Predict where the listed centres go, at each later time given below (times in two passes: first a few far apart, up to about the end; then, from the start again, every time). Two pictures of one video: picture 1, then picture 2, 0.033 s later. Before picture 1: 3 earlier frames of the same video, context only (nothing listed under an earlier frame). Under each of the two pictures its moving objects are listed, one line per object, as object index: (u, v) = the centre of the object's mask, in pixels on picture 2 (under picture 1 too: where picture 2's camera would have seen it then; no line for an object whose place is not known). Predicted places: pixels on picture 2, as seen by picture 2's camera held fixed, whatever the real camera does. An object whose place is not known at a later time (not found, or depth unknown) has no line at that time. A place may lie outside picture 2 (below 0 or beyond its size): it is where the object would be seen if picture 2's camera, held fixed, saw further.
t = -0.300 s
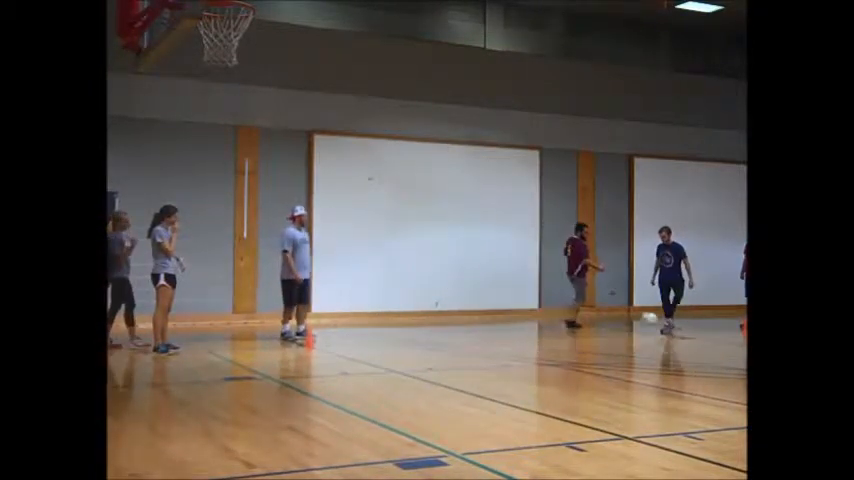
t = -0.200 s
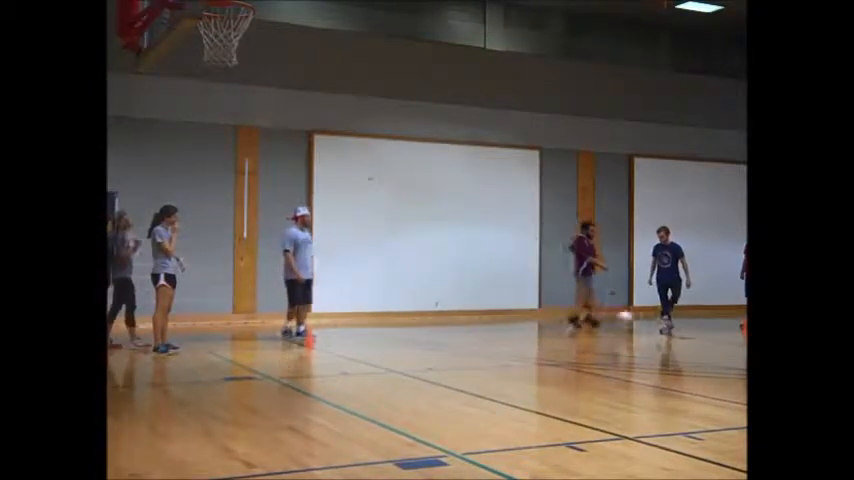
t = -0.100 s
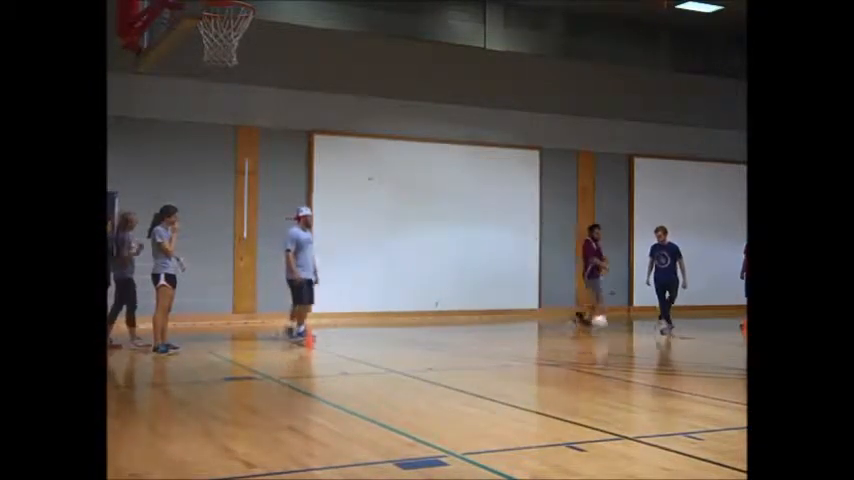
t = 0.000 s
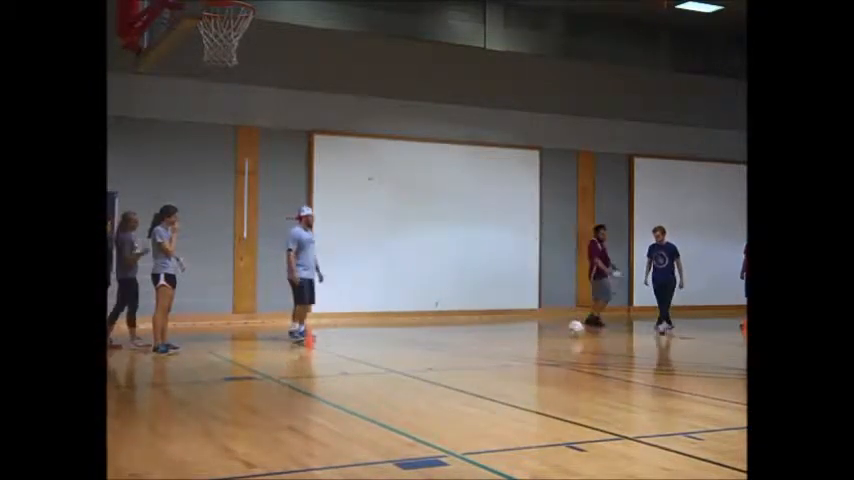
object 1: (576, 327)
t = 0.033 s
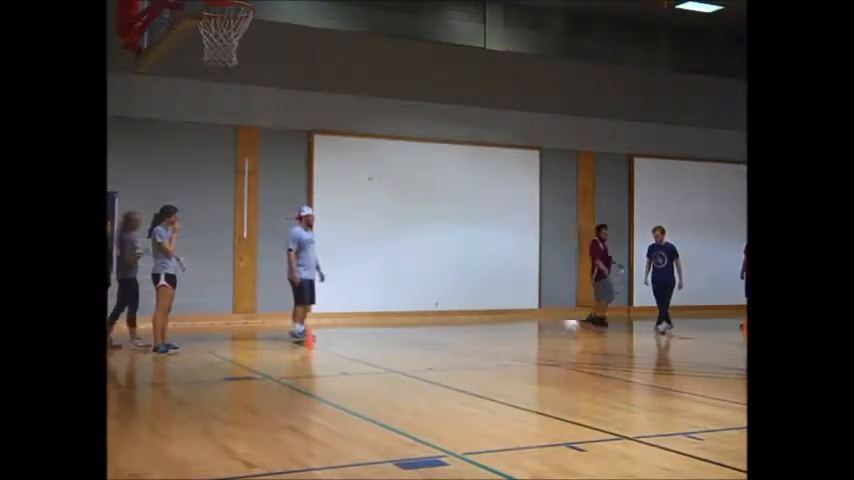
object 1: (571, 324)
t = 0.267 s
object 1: (532, 329)
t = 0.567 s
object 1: (488, 330)
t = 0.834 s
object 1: (447, 333)
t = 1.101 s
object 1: (409, 334)
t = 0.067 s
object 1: (566, 323)
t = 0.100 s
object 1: (560, 322)
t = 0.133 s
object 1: (555, 322)
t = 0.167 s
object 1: (549, 323)
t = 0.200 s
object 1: (546, 323)
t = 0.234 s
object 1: (540, 327)
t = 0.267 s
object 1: (532, 329)
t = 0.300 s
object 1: (530, 329)
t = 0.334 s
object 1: (521, 328)
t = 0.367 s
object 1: (518, 326)
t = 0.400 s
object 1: (514, 325)
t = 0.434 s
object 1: (510, 325)
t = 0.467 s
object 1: (503, 328)
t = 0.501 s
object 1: (499, 330)
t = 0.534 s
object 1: (493, 332)
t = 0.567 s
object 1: (488, 330)
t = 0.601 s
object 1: (484, 330)
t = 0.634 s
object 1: (479, 330)
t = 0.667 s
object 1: (474, 330)
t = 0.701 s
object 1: (469, 332)
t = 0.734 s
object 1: (463, 332)
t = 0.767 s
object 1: (458, 332)
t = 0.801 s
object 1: (454, 332)
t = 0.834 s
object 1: (447, 333)
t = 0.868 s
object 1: (443, 332)
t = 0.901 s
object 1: (438, 334)
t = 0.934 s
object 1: (433, 334)
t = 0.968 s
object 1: (428, 334)
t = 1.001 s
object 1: (423, 334)
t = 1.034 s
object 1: (418, 334)
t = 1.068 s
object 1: (413, 334)
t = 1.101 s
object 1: (409, 334)
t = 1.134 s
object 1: (403, 335)
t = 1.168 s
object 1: (398, 335)
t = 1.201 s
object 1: (393, 335)
